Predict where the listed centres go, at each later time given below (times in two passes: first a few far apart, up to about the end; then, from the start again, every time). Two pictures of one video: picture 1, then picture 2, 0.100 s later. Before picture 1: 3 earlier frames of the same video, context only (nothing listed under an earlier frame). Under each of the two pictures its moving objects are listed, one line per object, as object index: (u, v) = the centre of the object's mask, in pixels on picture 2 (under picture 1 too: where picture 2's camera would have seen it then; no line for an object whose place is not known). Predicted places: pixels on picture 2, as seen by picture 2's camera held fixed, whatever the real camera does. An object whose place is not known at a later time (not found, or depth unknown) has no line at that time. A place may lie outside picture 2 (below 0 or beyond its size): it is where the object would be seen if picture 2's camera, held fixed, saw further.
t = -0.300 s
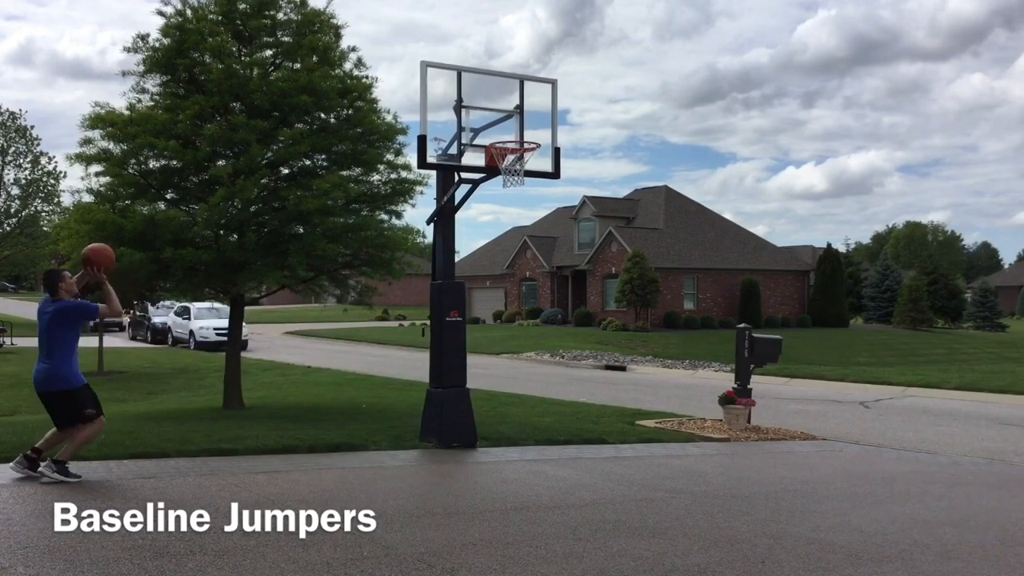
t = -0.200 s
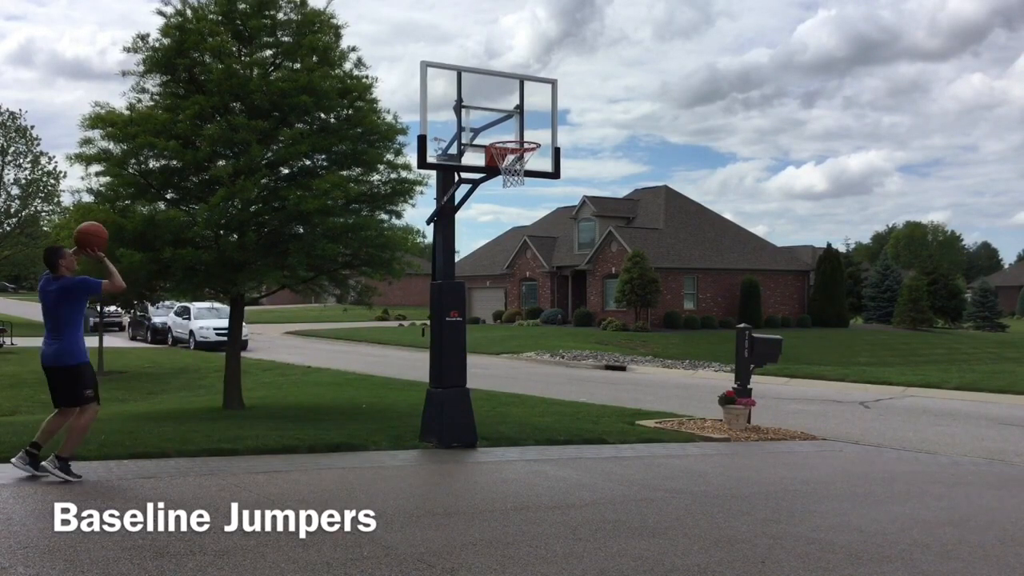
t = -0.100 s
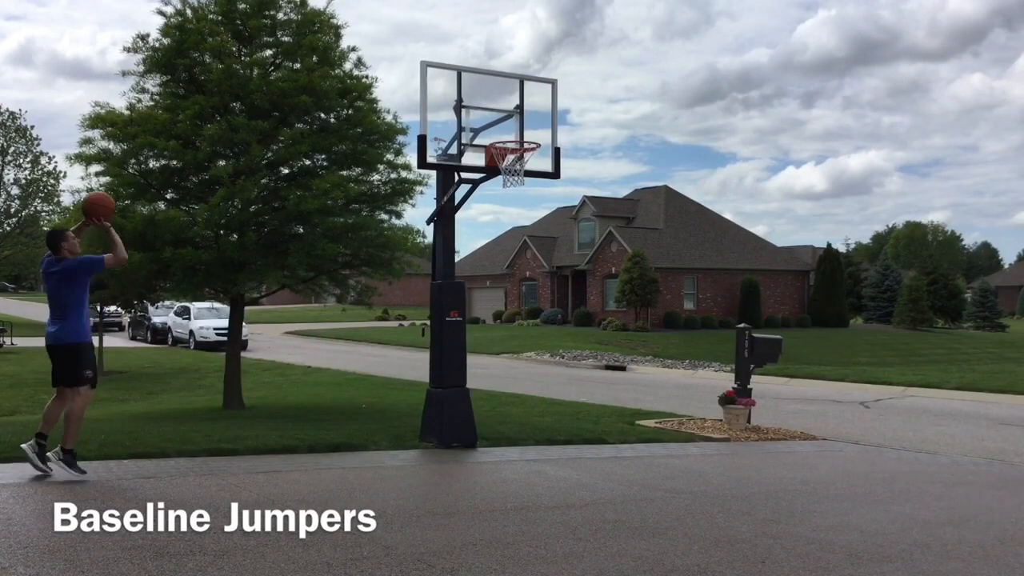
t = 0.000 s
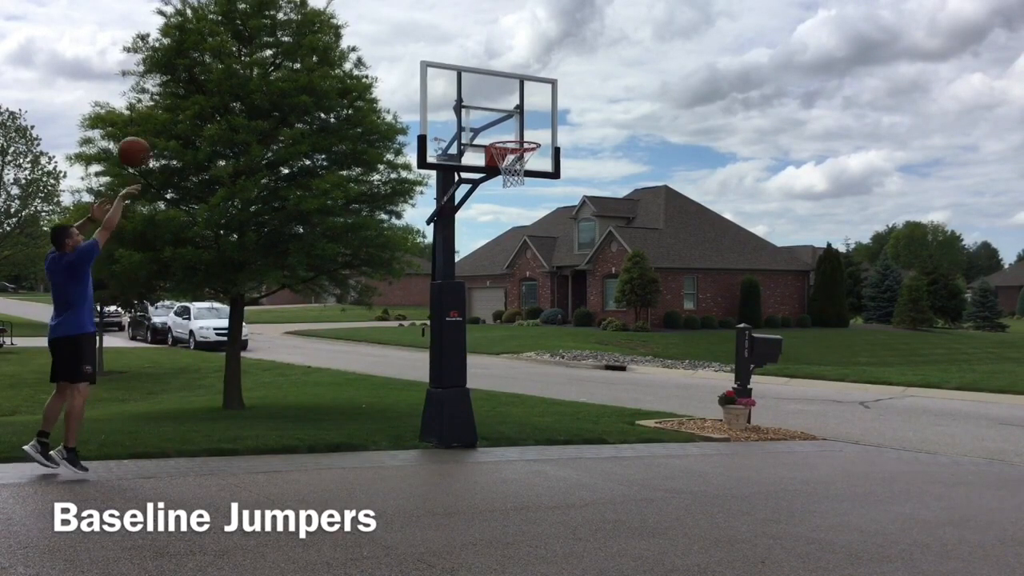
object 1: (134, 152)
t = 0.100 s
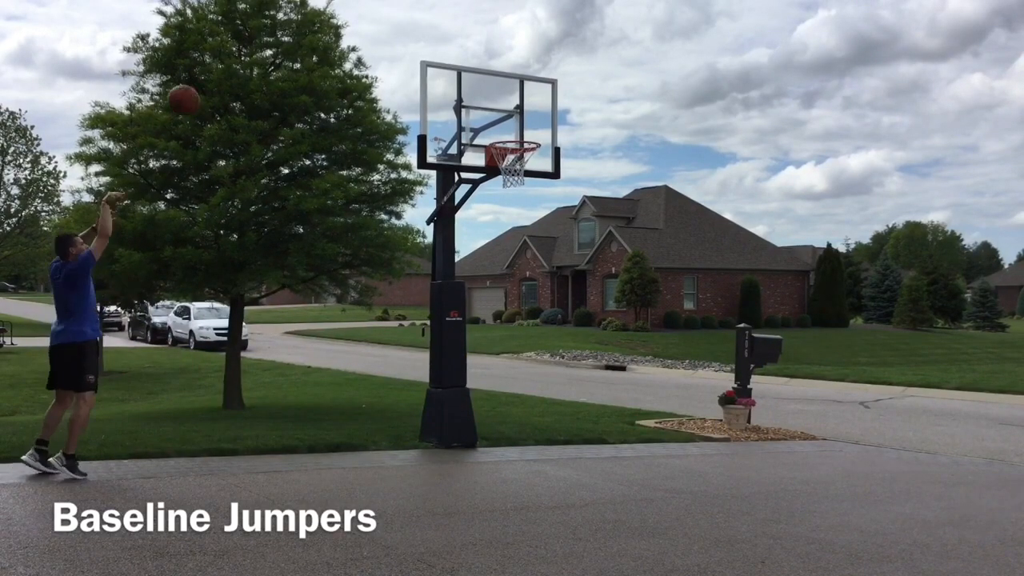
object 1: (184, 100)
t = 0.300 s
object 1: (275, 39)
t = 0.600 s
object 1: (396, 40)
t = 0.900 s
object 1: (499, 134)
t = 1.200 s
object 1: (530, 167)
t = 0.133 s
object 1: (200, 86)
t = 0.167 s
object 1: (215, 74)
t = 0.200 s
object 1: (230, 63)
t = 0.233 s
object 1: (245, 53)
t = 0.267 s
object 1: (260, 46)
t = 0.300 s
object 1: (275, 39)
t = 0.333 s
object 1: (290, 34)
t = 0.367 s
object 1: (304, 30)
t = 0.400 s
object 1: (317, 27)
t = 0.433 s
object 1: (331, 27)
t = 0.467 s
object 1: (345, 27)
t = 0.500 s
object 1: (358, 28)
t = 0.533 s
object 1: (370, 31)
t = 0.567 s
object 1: (383, 35)
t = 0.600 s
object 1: (396, 40)
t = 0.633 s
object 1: (408, 46)
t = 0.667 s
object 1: (420, 53)
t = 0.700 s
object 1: (432, 62)
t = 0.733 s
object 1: (444, 72)
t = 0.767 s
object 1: (455, 82)
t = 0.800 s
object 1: (466, 94)
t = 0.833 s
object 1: (477, 106)
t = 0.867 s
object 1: (488, 121)
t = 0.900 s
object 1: (499, 134)
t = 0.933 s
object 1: (509, 148)
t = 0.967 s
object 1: (521, 160)
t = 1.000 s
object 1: (524, 163)
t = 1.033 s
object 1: (528, 162)
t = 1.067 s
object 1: (529, 161)
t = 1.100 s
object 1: (531, 163)
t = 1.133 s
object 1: (531, 162)
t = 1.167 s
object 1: (532, 164)
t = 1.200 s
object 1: (530, 167)
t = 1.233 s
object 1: (530, 180)
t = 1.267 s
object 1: (530, 183)
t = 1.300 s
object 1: (530, 188)
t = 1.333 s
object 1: (529, 196)
